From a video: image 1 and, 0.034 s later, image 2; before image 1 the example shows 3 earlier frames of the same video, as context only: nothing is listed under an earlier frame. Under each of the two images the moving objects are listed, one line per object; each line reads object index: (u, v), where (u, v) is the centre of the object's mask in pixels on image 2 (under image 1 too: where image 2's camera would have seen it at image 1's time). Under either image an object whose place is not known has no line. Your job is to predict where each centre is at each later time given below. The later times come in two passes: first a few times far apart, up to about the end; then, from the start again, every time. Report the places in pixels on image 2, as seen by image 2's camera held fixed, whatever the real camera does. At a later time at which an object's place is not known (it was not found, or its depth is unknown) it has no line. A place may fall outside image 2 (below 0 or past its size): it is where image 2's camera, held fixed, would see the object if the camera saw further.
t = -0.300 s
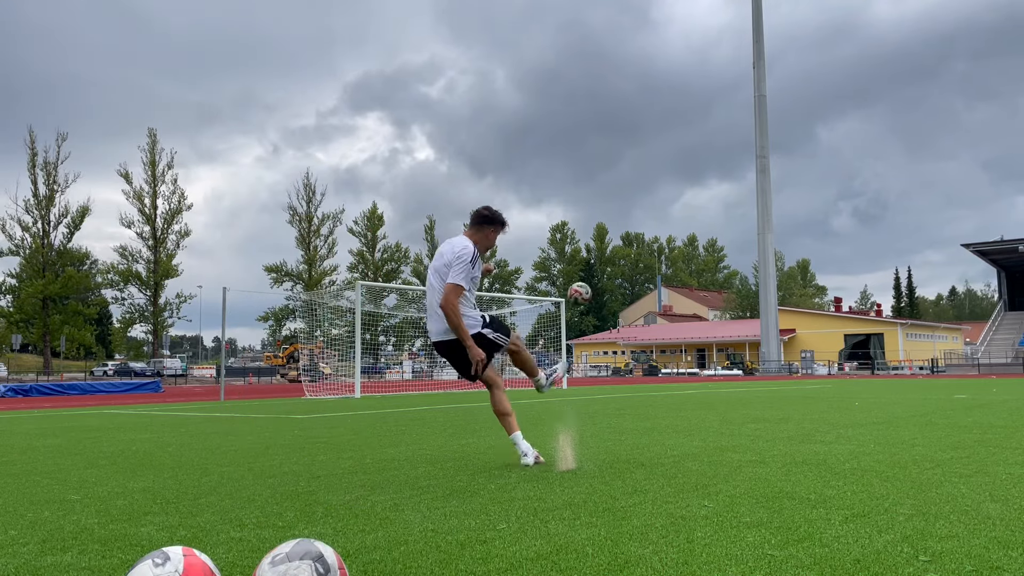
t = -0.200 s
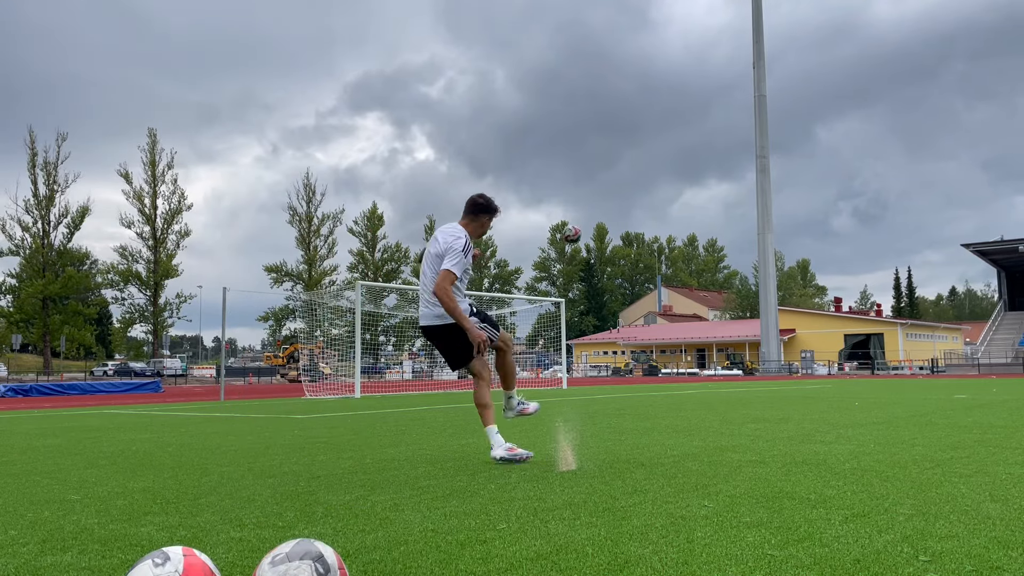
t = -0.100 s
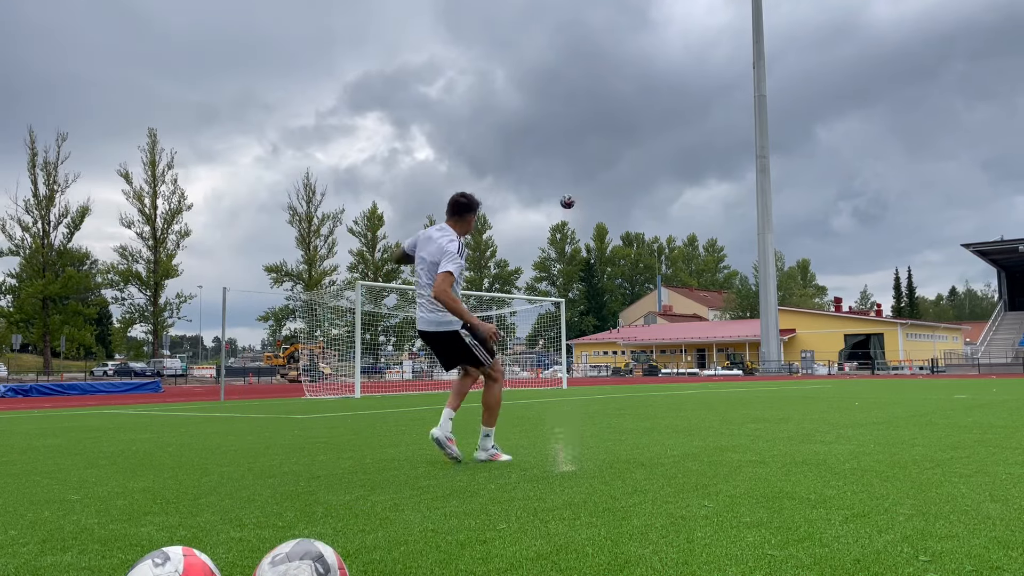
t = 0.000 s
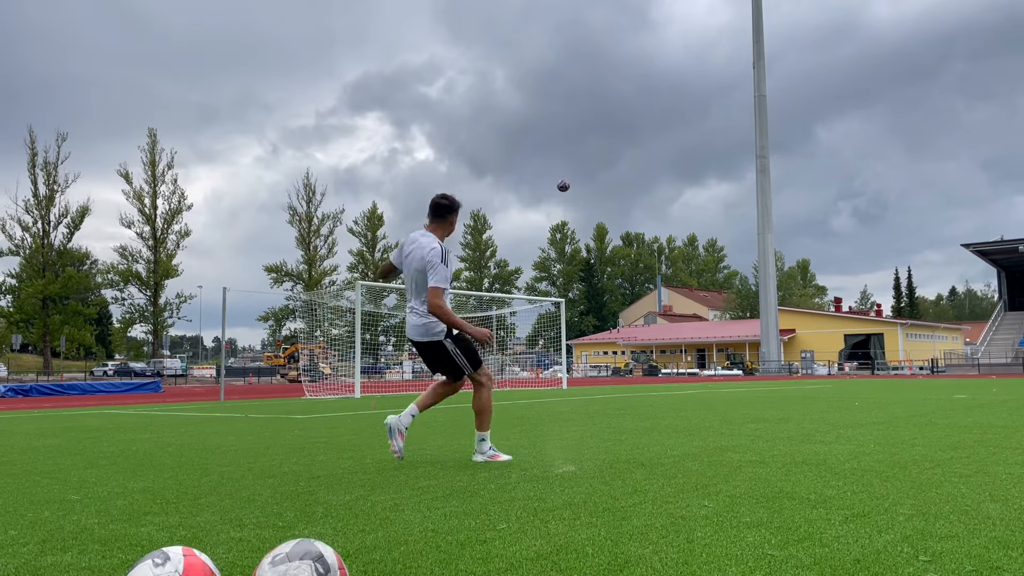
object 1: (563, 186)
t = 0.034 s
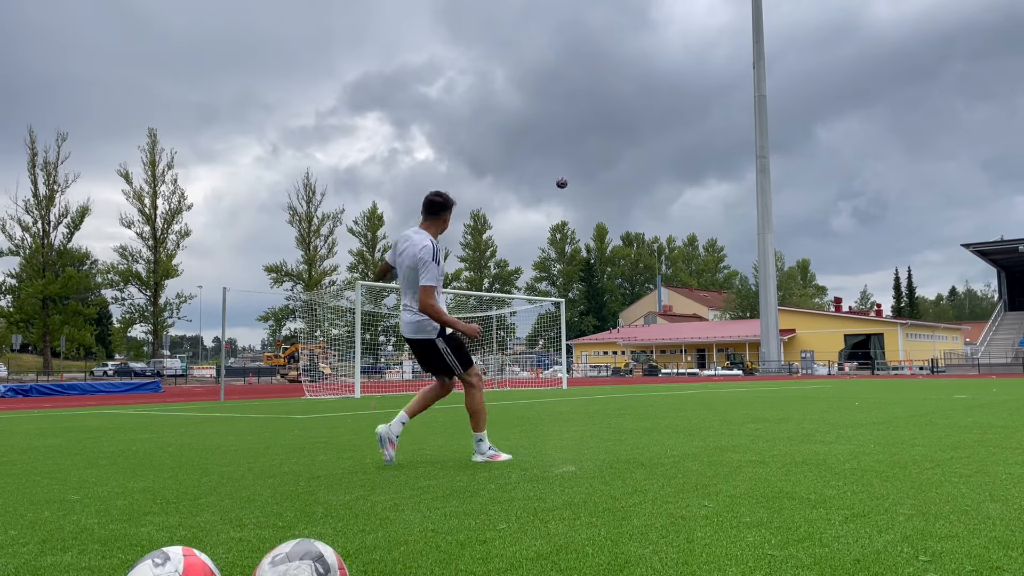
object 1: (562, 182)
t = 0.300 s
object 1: (547, 180)
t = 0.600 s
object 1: (531, 206)
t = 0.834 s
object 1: (518, 234)
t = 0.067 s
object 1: (560, 180)
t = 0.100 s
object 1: (558, 179)
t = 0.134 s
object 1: (557, 178)
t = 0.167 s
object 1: (555, 177)
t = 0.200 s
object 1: (553, 178)
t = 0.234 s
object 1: (551, 178)
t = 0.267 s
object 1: (549, 179)
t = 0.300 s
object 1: (547, 180)
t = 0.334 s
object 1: (545, 182)
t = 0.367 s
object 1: (543, 184)
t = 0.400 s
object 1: (541, 187)
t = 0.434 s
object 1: (540, 189)
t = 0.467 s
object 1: (538, 192)
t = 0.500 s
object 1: (536, 195)
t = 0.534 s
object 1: (535, 198)
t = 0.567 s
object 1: (533, 202)
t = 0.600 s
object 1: (531, 206)
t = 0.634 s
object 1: (529, 209)
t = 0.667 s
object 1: (528, 213)
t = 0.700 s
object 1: (526, 217)
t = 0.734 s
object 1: (524, 221)
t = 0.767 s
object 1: (522, 225)
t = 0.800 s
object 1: (520, 230)
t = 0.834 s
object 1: (518, 234)
